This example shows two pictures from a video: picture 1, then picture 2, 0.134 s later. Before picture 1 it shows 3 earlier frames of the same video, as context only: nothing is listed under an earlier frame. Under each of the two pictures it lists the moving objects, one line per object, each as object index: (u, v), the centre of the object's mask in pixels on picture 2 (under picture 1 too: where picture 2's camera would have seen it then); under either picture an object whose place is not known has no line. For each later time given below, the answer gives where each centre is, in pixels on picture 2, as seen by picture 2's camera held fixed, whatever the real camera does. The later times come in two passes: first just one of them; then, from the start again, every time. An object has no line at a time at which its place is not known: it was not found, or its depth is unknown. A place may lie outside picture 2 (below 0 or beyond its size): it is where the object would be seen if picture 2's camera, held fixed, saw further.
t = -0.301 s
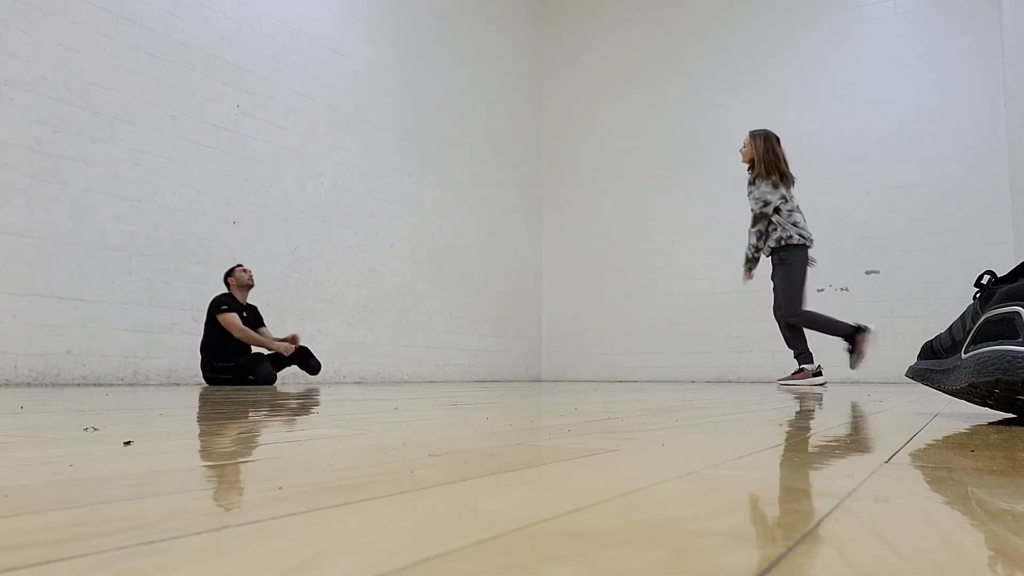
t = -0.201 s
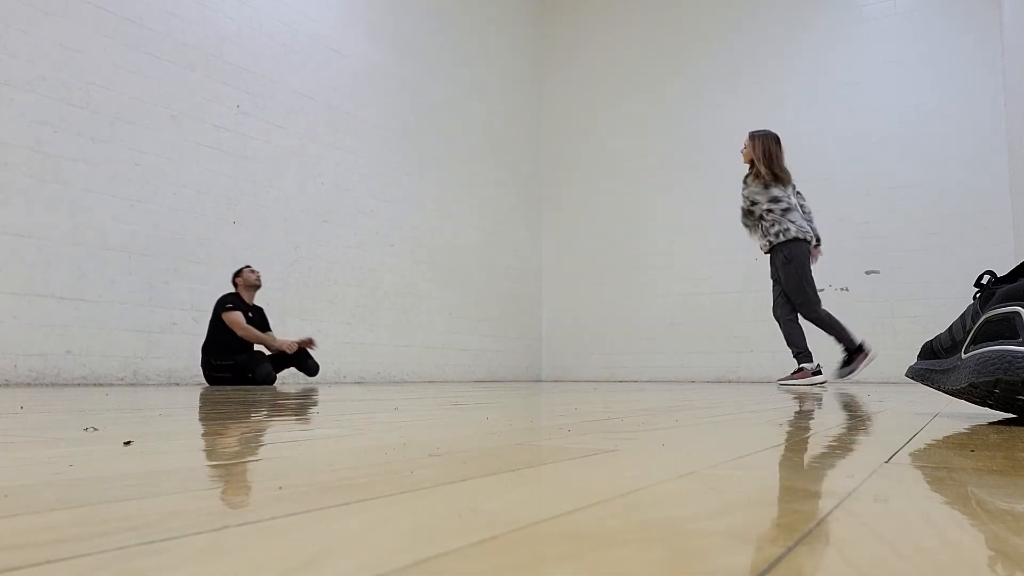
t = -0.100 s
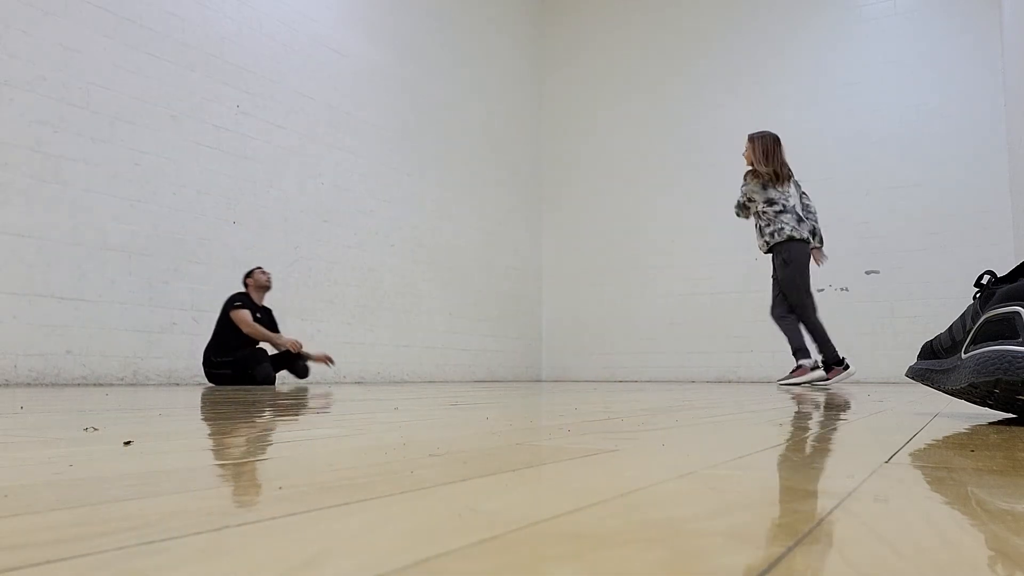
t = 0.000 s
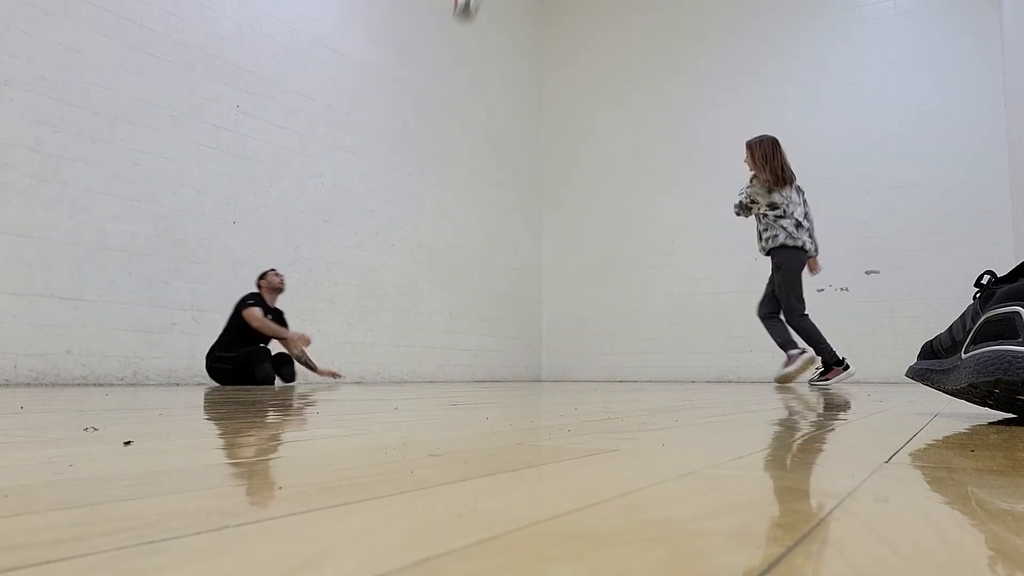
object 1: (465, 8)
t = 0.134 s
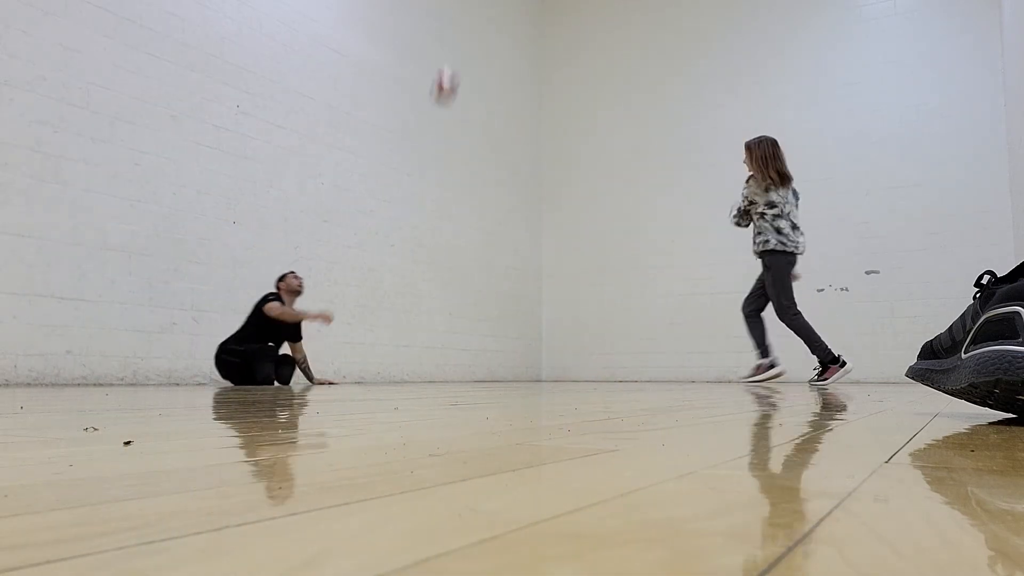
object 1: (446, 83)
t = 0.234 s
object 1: (430, 158)
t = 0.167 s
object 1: (440, 108)
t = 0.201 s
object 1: (436, 131)
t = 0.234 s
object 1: (430, 158)
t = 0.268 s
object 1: (425, 184)
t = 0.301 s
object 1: (420, 212)
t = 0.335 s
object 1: (414, 240)
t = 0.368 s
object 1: (408, 270)
